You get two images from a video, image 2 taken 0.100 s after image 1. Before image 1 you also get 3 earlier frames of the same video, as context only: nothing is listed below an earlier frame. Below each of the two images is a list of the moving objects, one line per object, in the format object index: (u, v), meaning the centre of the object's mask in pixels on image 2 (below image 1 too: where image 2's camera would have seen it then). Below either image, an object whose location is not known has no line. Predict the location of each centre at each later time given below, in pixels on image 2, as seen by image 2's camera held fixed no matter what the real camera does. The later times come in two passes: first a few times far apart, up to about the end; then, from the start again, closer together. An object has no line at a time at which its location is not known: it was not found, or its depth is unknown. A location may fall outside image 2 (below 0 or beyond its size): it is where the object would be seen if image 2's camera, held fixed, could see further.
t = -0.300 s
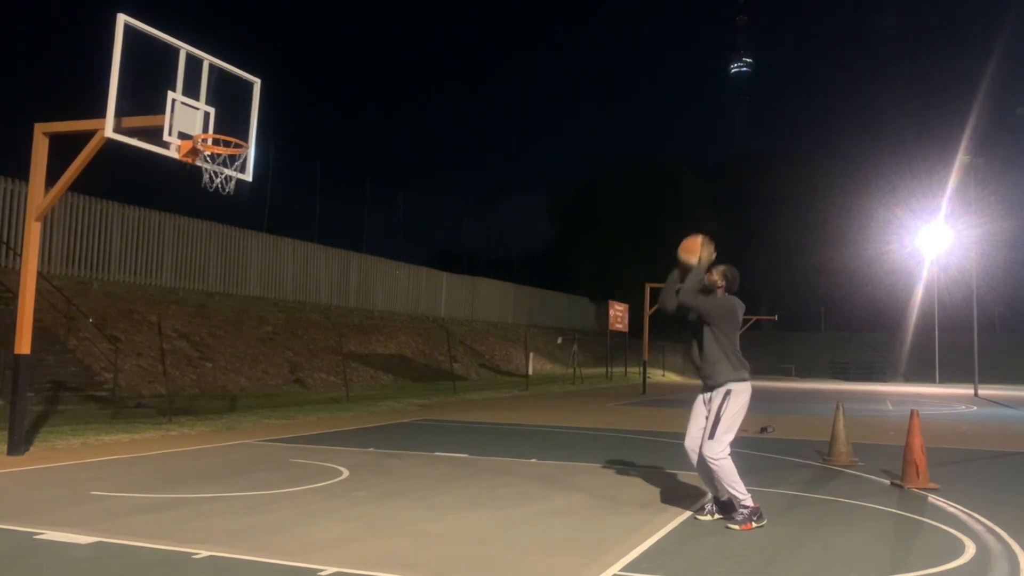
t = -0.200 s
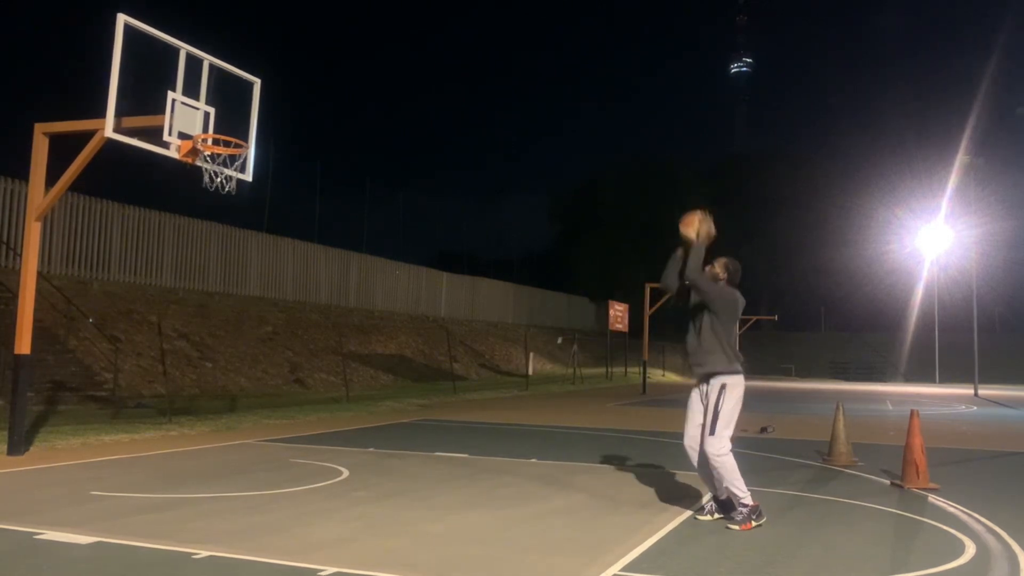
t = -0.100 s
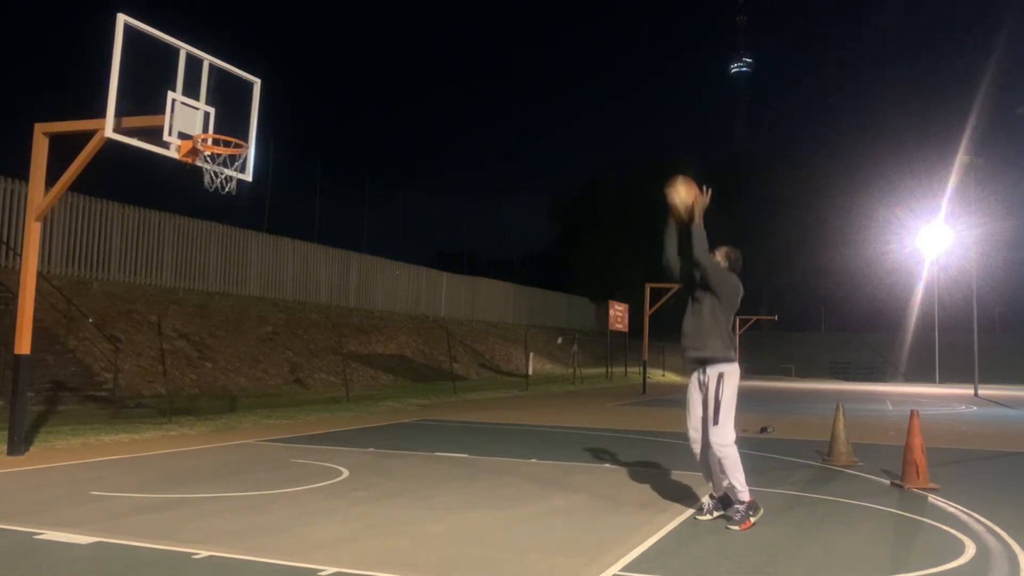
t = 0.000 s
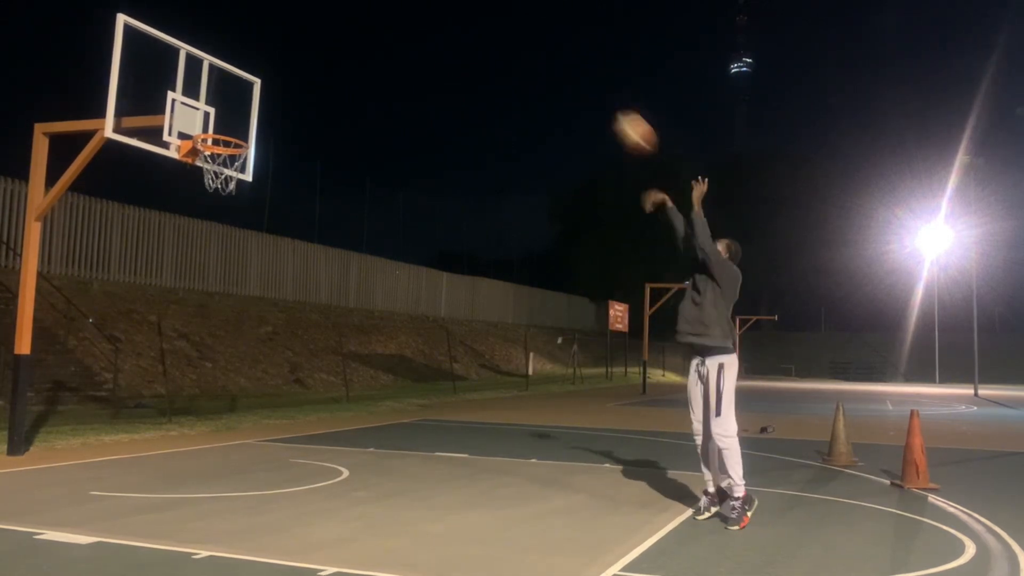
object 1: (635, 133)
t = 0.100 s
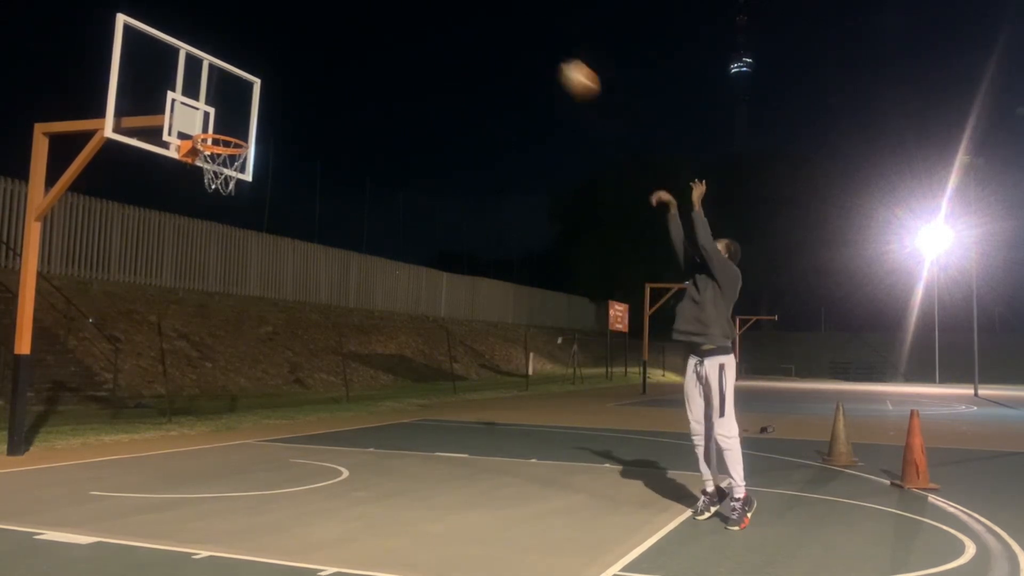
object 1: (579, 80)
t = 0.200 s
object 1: (527, 43)
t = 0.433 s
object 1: (417, 10)
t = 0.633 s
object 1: (332, 27)
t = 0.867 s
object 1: (240, 100)
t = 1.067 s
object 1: (227, 88)
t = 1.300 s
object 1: (256, 30)
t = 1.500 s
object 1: (280, 26)
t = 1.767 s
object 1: (315, 100)
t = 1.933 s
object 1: (338, 202)
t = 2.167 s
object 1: (372, 438)
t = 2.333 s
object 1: (393, 425)
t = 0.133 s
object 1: (562, 66)
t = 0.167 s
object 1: (544, 53)
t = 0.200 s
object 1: (527, 43)
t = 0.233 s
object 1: (510, 33)
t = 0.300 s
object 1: (478, 18)
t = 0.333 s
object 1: (462, 14)
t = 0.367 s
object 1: (447, 12)
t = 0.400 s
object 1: (432, 10)
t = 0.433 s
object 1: (417, 10)
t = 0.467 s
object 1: (402, 10)
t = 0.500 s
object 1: (387, 12)
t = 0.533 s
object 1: (373, 13)
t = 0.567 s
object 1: (359, 16)
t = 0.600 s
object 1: (346, 21)
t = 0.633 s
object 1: (332, 27)
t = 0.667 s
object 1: (319, 35)
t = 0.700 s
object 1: (305, 44)
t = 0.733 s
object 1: (292, 53)
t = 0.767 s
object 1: (280, 63)
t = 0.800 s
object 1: (268, 73)
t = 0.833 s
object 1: (254, 86)
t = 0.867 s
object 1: (240, 100)
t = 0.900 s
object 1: (229, 116)
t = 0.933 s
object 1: (219, 125)
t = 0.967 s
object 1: (217, 124)
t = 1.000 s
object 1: (220, 113)
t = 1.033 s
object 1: (224, 99)
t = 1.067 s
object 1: (227, 88)
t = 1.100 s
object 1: (231, 76)
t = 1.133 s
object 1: (235, 66)
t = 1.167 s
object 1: (240, 55)
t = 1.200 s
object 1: (243, 48)
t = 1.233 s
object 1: (247, 41)
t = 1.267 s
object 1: (251, 35)
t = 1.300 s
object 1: (256, 30)
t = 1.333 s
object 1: (260, 26)
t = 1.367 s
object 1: (264, 23)
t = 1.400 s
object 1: (268, 23)
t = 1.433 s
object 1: (272, 22)
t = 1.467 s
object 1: (276, 23)
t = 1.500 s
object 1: (280, 26)
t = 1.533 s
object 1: (284, 30)
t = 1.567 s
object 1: (289, 35)
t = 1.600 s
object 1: (293, 42)
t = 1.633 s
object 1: (297, 50)
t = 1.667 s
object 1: (301, 60)
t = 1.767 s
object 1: (315, 100)
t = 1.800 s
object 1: (320, 116)
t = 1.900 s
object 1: (334, 178)
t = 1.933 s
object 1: (338, 202)
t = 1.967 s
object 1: (344, 228)
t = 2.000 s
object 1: (348, 255)
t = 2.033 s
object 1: (353, 288)
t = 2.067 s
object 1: (358, 323)
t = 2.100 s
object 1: (363, 358)
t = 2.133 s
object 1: (368, 396)
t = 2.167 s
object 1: (372, 438)
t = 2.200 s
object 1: (377, 484)
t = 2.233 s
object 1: (381, 509)
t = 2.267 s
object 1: (385, 480)
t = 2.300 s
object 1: (389, 450)
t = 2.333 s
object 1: (393, 425)
